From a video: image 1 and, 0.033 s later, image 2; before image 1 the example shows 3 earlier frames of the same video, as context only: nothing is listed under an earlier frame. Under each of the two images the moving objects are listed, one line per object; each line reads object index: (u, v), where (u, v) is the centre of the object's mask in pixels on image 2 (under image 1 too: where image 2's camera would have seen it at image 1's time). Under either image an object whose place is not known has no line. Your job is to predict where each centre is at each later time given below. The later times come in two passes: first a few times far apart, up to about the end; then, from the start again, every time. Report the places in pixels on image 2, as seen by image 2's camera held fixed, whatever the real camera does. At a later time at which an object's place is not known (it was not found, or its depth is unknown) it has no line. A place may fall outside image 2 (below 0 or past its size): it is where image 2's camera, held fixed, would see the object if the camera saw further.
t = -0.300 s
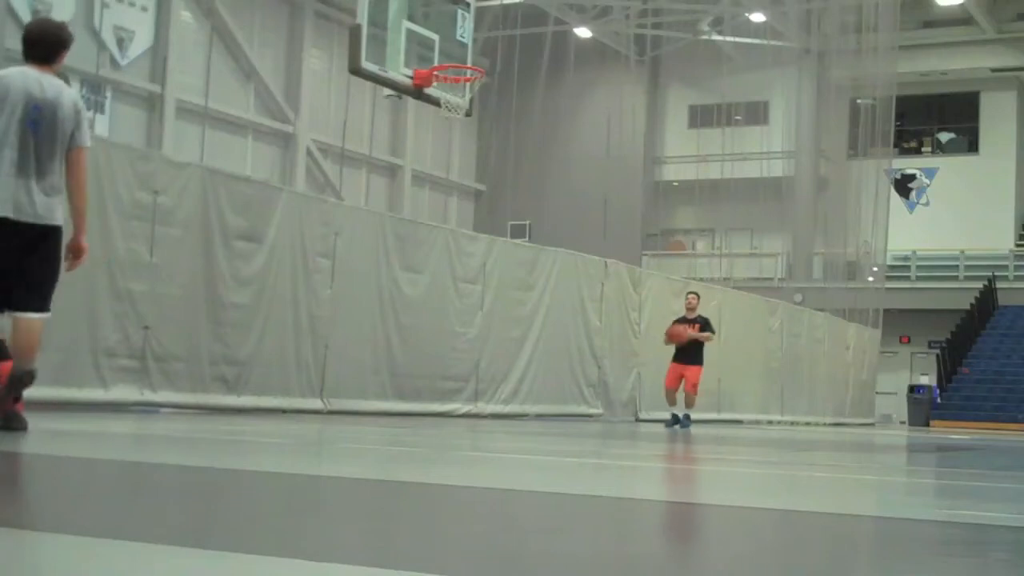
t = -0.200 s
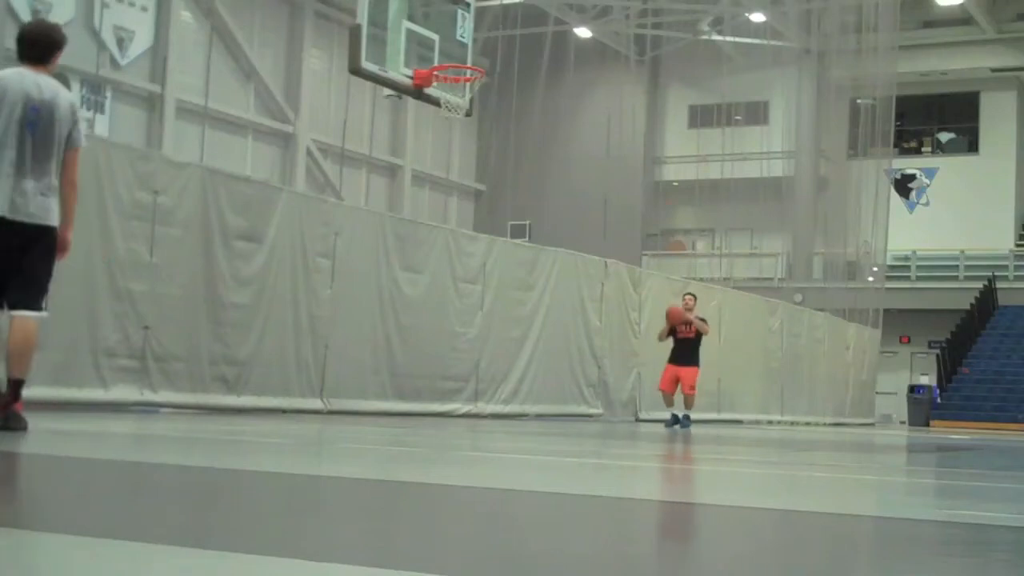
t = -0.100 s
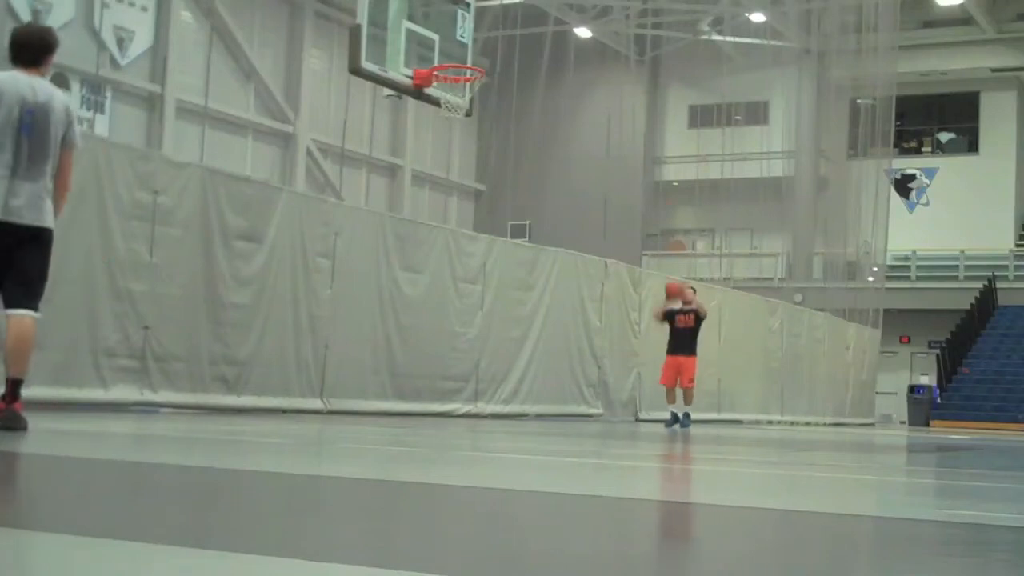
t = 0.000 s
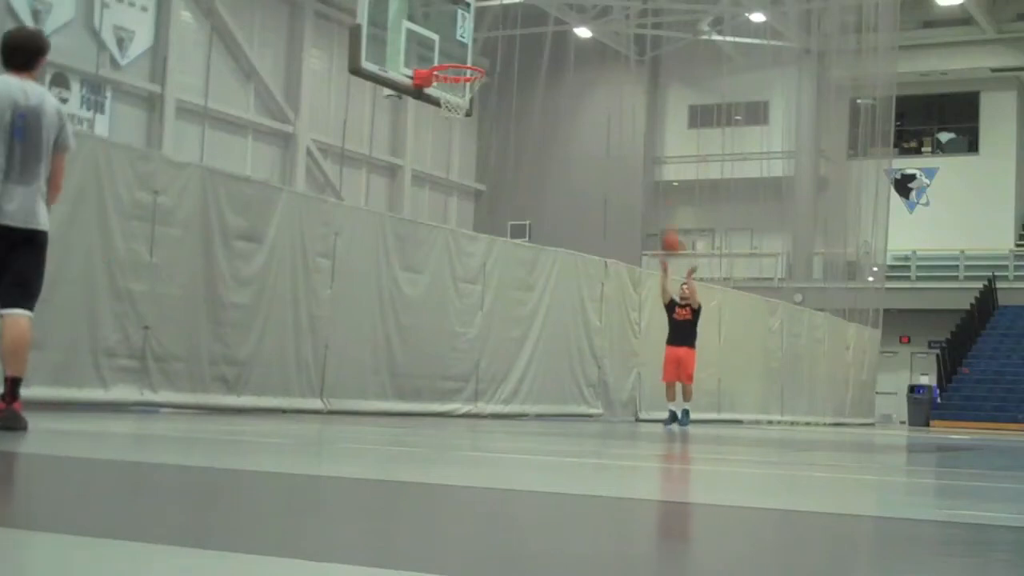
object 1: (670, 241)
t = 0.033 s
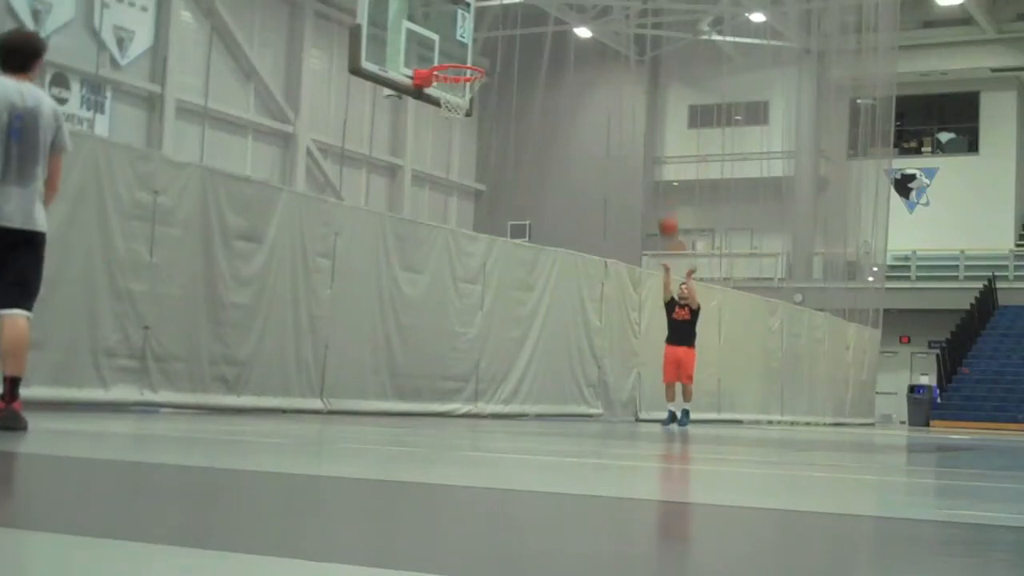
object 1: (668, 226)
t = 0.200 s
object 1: (657, 155)
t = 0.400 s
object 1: (643, 98)
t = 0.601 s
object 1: (627, 72)
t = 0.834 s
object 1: (604, 86)
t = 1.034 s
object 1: (583, 139)
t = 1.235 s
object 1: (559, 234)
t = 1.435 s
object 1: (531, 377)
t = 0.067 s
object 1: (666, 211)
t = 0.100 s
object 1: (664, 195)
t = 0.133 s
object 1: (662, 181)
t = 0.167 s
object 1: (659, 167)
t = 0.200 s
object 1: (657, 155)
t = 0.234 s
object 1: (655, 143)
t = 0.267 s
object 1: (652, 133)
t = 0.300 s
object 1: (651, 122)
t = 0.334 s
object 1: (648, 113)
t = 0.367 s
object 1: (646, 105)
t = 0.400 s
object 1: (643, 98)
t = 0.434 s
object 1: (640, 91)
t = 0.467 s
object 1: (638, 86)
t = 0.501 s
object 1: (635, 81)
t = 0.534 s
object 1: (632, 77)
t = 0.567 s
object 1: (629, 74)
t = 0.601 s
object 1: (627, 72)
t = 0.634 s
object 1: (624, 71)
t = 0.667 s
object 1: (621, 71)
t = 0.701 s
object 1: (618, 72)
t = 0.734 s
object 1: (615, 74)
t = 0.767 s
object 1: (611, 77)
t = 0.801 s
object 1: (608, 81)
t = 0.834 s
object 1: (604, 86)
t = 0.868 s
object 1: (601, 92)
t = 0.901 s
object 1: (597, 99)
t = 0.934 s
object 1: (594, 107)
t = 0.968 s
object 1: (590, 117)
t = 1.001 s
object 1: (586, 127)
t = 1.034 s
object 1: (583, 139)
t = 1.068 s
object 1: (578, 153)
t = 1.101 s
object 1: (575, 166)
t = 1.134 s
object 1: (571, 181)
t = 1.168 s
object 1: (567, 198)
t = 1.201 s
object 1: (563, 217)
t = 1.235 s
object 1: (559, 234)
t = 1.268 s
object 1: (554, 254)
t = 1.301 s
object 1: (549, 276)
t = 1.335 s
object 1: (545, 299)
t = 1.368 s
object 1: (540, 324)
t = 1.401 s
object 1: (536, 348)
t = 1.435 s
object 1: (531, 377)
